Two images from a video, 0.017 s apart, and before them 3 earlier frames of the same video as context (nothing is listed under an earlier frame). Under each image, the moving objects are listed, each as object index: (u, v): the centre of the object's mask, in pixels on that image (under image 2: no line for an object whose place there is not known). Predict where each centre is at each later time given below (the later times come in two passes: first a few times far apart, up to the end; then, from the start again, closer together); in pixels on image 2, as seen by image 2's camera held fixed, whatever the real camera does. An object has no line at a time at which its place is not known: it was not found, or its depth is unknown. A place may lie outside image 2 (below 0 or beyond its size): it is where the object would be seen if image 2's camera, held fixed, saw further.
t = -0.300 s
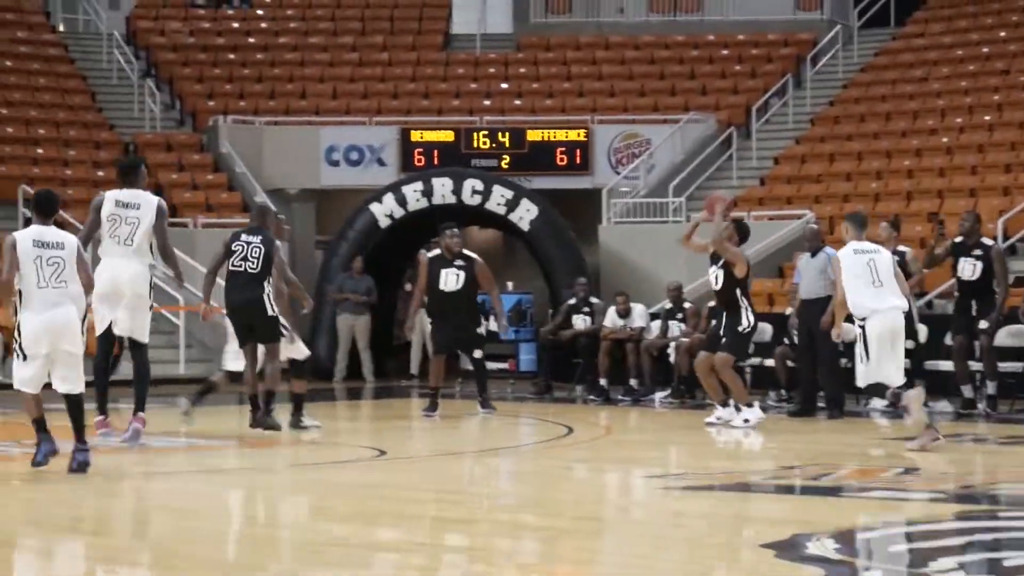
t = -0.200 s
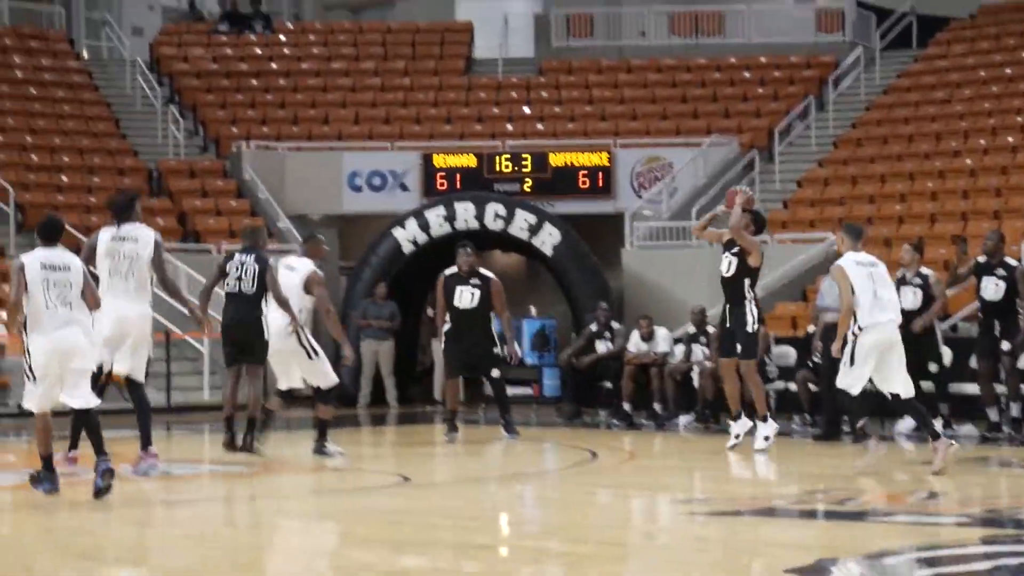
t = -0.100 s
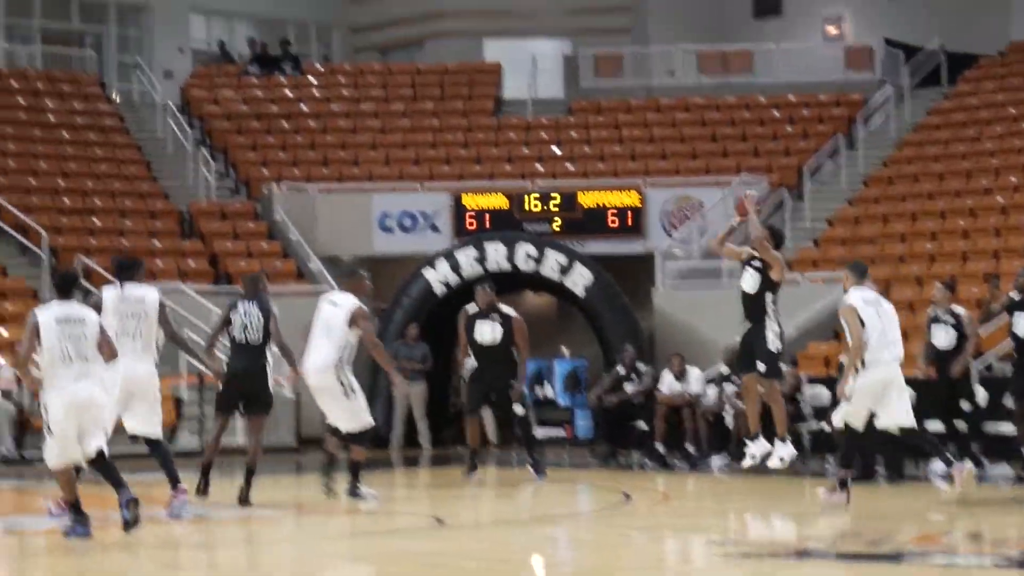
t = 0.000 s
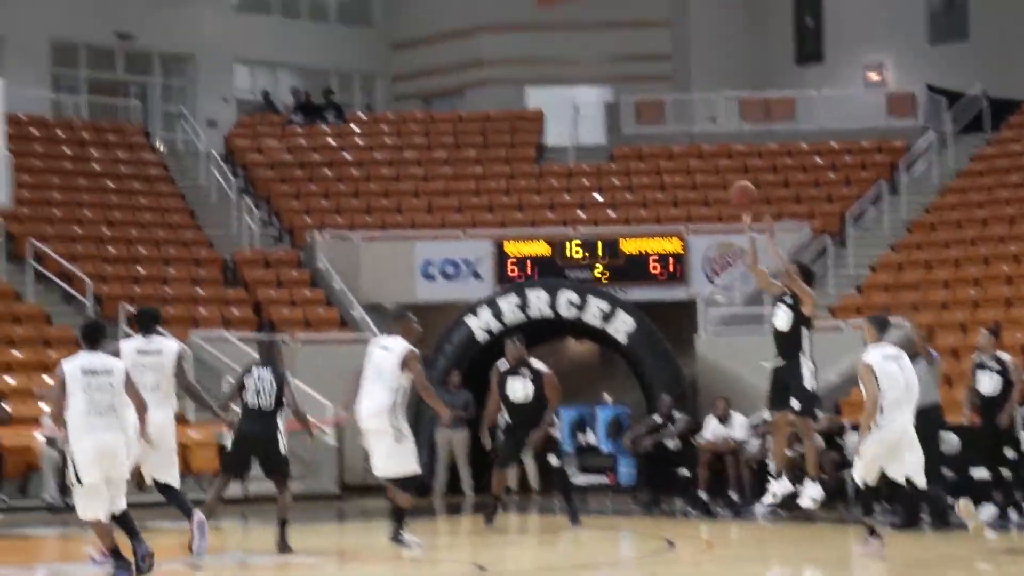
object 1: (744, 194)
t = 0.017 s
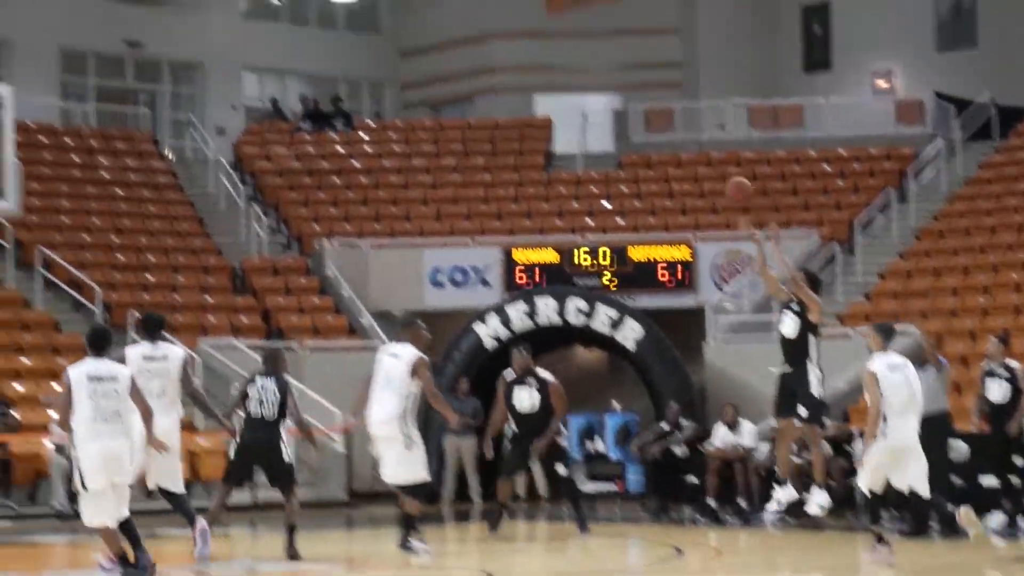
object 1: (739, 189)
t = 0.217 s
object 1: (593, 84)
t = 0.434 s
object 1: (437, 21)
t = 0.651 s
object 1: (284, 15)
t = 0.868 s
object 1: (132, 61)
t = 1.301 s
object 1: (-4, 102)
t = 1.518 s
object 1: (39, 67)
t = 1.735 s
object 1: (78, 86)
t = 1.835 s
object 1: (98, 112)
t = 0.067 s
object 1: (702, 159)
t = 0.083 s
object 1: (690, 150)
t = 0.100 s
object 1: (678, 140)
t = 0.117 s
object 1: (665, 131)
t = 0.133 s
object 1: (655, 123)
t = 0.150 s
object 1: (641, 115)
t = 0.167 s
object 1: (628, 107)
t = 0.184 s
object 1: (617, 99)
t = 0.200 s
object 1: (605, 91)
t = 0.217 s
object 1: (593, 84)
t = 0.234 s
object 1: (582, 77)
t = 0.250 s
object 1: (570, 70)
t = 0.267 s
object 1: (557, 64)
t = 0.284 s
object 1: (545, 59)
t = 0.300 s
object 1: (534, 53)
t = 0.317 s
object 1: (522, 48)
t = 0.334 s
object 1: (509, 43)
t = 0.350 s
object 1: (497, 38)
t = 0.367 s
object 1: (485, 34)
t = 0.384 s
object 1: (473, 31)
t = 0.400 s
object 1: (461, 28)
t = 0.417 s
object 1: (449, 24)
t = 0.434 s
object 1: (437, 21)
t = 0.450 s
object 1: (425, 19)
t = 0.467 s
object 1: (413, 16)
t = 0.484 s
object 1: (402, 15)
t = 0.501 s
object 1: (390, 12)
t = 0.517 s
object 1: (378, 11)
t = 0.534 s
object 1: (368, 12)
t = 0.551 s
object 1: (355, 12)
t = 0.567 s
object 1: (344, 12)
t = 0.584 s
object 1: (332, 12)
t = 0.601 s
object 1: (321, 12)
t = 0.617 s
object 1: (309, 13)
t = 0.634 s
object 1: (296, 14)
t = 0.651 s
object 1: (284, 15)
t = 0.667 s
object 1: (271, 17)
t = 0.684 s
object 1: (260, 19)
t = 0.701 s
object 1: (249, 21)
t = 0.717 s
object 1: (237, 24)
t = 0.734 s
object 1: (225, 27)
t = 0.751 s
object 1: (213, 30)
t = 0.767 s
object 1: (202, 33)
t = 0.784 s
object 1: (189, 37)
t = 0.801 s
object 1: (177, 41)
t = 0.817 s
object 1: (166, 45)
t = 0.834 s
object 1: (155, 50)
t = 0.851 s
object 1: (143, 55)
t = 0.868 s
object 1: (132, 61)
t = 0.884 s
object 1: (118, 67)
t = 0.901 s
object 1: (105, 75)
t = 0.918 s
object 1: (93, 81)
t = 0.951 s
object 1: (71, 94)
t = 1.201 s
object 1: (-24, 133)
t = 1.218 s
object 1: (-21, 129)
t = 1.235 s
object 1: (-19, 125)
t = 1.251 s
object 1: (-16, 119)
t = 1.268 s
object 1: (-10, 111)
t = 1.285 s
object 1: (-8, 108)
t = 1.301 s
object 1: (-4, 102)
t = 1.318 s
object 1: (-1, 96)
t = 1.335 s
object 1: (3, 93)
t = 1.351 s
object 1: (7, 89)
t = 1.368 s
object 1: (11, 84)
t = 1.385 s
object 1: (14, 81)
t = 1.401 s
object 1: (16, 78)
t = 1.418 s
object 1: (20, 76)
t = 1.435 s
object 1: (23, 73)
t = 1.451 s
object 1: (26, 71)
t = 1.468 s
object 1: (29, 70)
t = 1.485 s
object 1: (33, 68)
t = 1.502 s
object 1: (36, 67)
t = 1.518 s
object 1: (39, 67)
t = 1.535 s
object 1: (42, 67)
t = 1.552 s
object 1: (46, 67)
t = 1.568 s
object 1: (49, 67)
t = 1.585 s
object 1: (52, 68)
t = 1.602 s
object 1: (55, 69)
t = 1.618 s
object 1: (58, 69)
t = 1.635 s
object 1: (61, 71)
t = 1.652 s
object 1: (64, 72)
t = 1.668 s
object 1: (68, 76)
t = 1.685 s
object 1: (71, 78)
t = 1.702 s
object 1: (74, 80)
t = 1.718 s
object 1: (76, 83)
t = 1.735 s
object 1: (78, 86)
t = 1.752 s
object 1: (82, 89)
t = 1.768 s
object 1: (85, 93)
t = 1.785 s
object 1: (88, 97)
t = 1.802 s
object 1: (90, 102)
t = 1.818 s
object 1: (95, 108)
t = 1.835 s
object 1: (98, 112)
